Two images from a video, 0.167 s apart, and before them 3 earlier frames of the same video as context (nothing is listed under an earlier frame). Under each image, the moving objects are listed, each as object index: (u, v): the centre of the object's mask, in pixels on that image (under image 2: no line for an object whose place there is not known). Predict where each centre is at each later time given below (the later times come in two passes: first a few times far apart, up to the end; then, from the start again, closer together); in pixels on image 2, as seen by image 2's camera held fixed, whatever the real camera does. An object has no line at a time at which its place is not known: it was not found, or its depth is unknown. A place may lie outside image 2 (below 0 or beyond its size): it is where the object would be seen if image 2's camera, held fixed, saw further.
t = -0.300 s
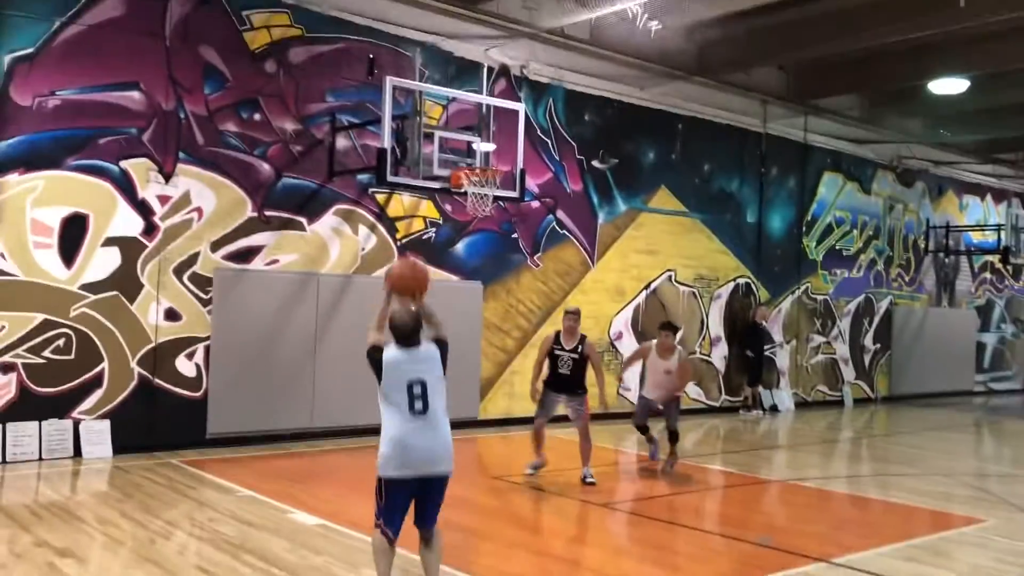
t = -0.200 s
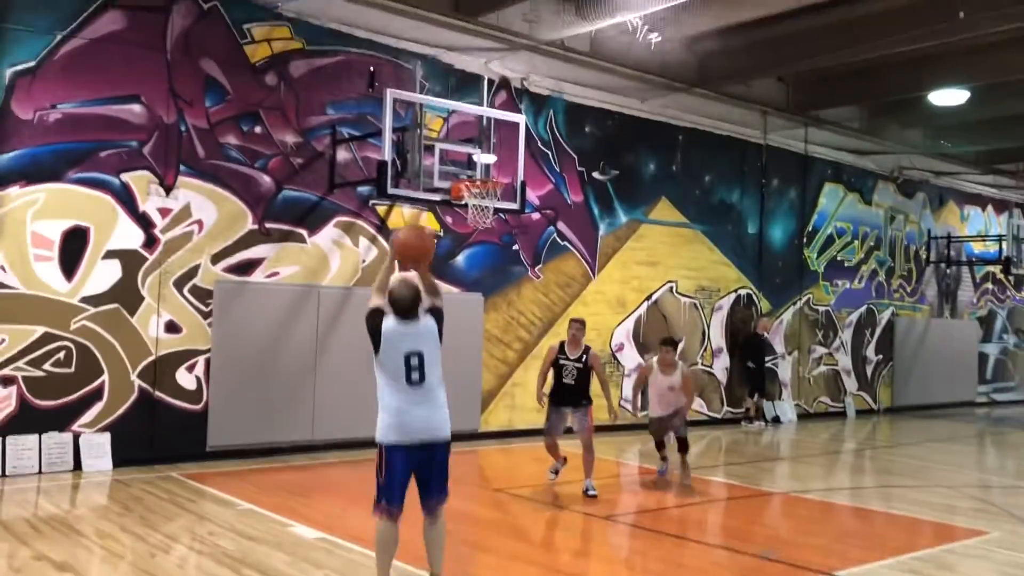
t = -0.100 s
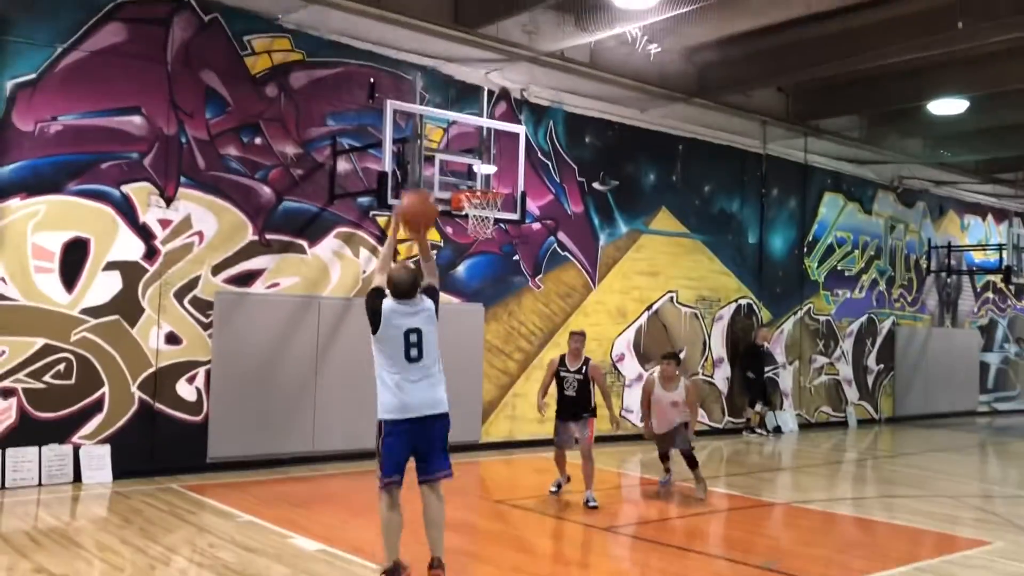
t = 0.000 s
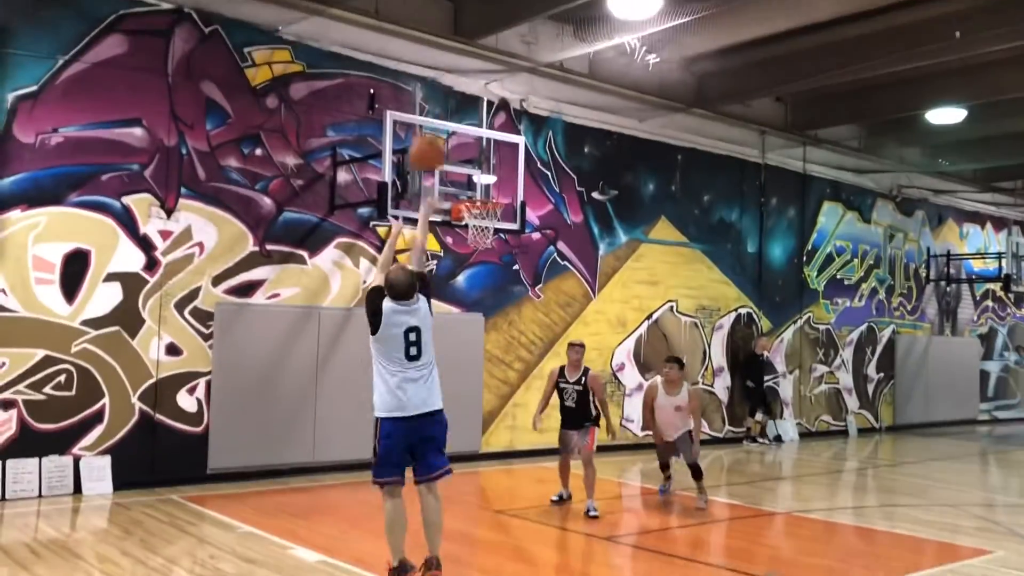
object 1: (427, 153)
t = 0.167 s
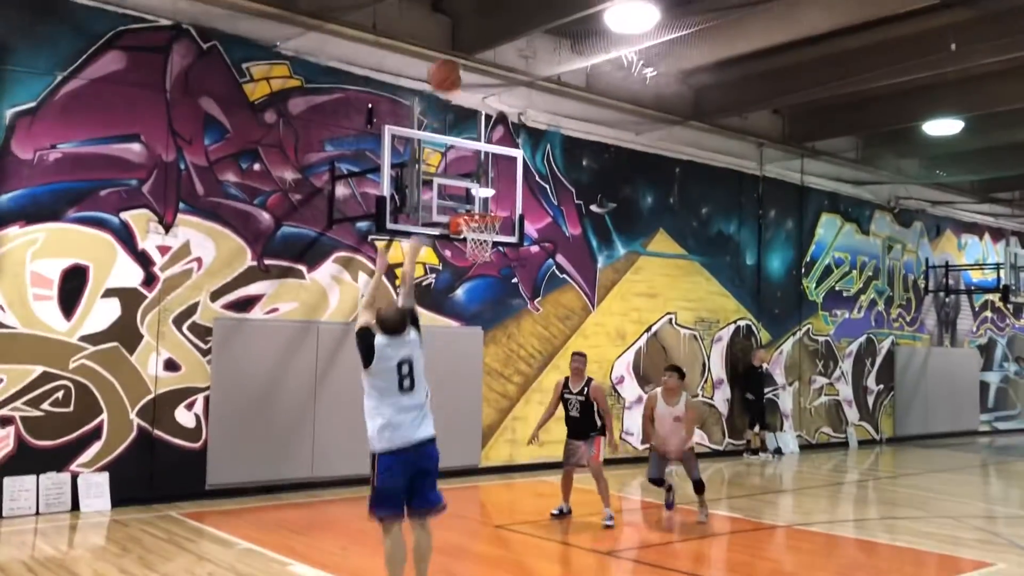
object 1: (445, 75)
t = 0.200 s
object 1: (448, 64)
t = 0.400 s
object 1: (463, 34)
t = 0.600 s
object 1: (475, 53)
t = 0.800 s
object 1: (482, 110)
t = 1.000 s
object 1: (489, 193)
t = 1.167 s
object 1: (481, 231)
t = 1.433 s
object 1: (453, 297)
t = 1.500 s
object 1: (448, 320)
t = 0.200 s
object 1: (448, 64)
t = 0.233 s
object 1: (451, 54)
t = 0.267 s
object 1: (453, 47)
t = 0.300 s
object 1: (456, 42)
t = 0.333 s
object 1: (459, 39)
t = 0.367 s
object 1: (462, 35)
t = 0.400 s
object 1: (463, 34)
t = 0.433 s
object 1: (465, 35)
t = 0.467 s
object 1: (467, 35)
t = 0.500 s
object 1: (469, 37)
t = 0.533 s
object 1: (471, 41)
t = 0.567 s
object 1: (473, 44)
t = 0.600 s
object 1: (475, 53)
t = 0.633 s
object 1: (477, 59)
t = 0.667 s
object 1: (478, 66)
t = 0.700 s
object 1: (479, 76)
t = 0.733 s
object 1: (481, 86)
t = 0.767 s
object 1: (482, 96)
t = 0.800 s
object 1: (482, 110)
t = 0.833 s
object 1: (484, 122)
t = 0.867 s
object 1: (485, 135)
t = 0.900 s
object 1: (486, 151)
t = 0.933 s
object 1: (487, 163)
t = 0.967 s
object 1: (489, 177)
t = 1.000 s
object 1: (489, 193)
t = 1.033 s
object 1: (489, 207)
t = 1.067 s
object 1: (483, 214)
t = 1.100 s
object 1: (485, 223)
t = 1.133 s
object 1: (482, 226)
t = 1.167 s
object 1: (481, 231)
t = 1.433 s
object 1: (453, 297)
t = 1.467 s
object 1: (451, 307)
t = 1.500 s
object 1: (448, 320)
